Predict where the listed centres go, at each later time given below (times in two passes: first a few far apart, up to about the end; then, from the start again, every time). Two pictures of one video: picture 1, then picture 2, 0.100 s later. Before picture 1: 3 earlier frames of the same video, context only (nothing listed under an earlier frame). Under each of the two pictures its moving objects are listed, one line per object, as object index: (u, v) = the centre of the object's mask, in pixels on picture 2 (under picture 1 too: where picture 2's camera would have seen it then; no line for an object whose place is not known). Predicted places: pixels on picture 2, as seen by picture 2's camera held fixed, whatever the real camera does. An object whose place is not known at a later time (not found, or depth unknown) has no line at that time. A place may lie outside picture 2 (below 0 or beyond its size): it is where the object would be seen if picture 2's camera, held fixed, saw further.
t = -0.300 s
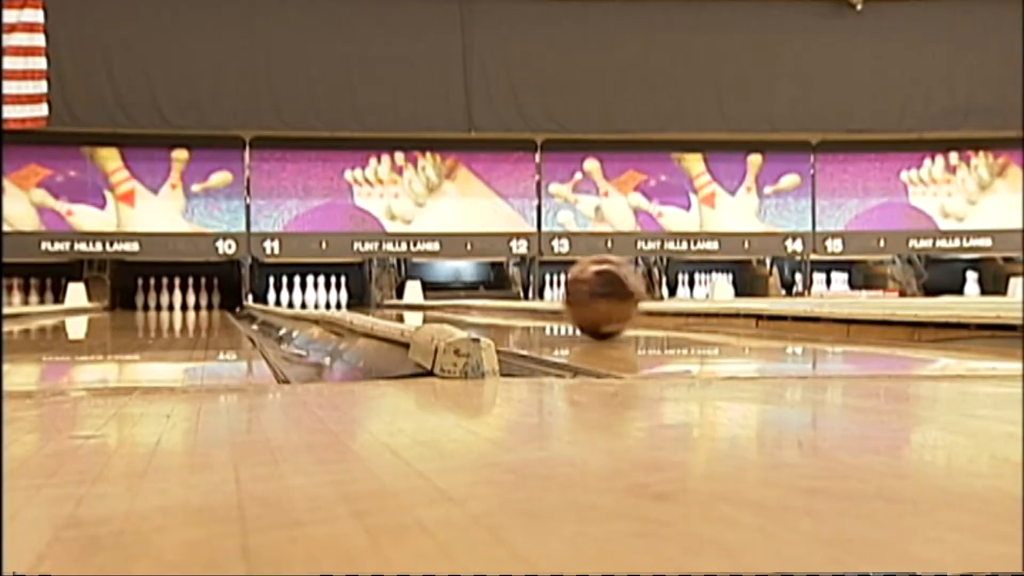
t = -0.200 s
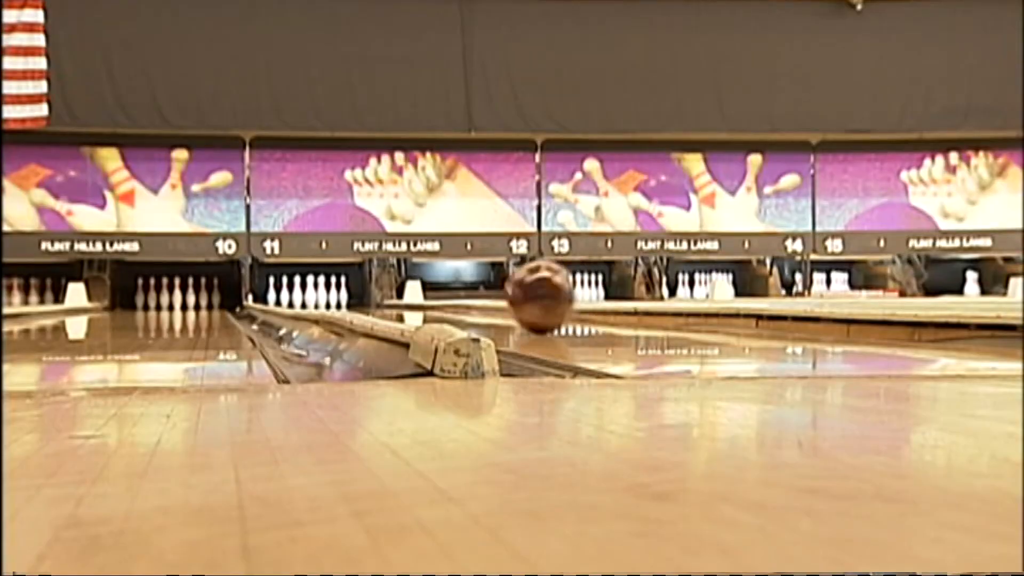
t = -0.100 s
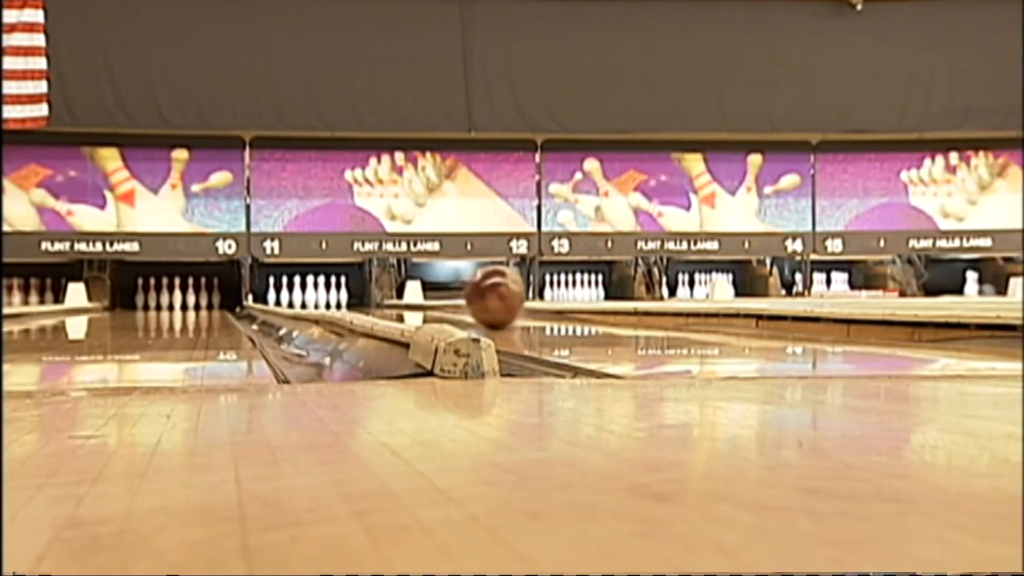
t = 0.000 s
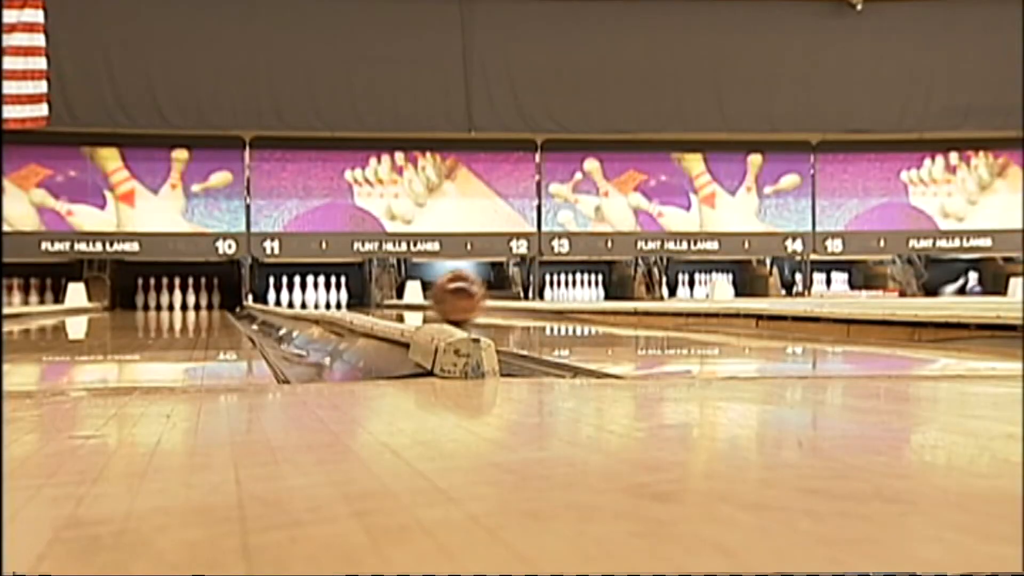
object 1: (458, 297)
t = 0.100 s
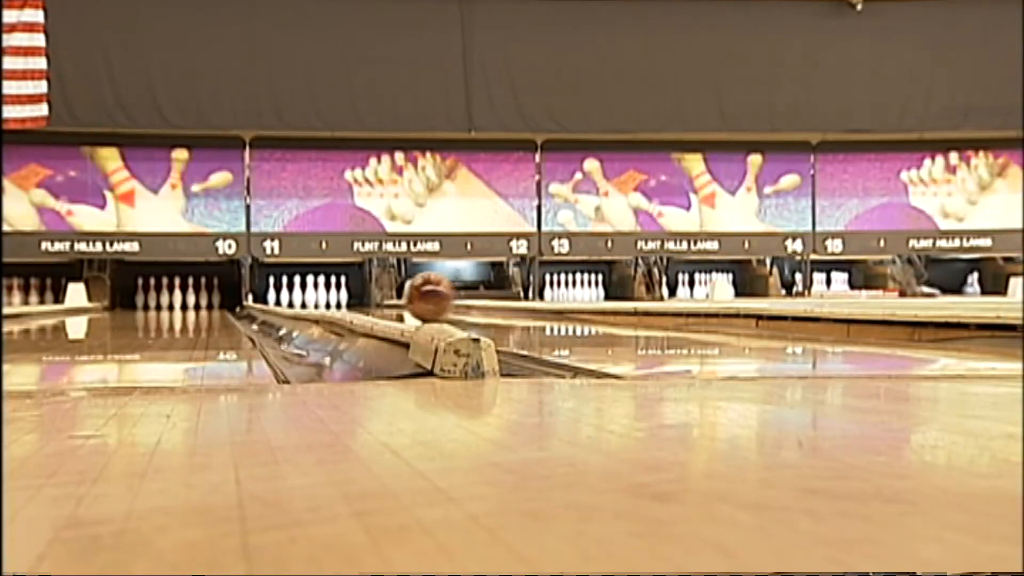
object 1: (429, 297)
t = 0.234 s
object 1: (400, 296)
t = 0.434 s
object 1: (368, 296)
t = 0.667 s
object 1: (341, 296)
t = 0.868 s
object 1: (324, 297)
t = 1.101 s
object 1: (309, 297)
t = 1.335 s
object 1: (299, 298)
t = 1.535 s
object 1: (294, 298)
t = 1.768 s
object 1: (290, 298)
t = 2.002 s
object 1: (291, 299)
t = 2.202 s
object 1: (294, 299)
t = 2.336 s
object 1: (296, 299)
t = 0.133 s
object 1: (421, 296)
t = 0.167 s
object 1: (414, 297)
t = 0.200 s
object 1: (407, 296)
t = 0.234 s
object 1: (400, 296)
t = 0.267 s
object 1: (393, 297)
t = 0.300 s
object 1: (387, 297)
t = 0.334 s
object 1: (382, 297)
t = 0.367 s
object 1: (377, 297)
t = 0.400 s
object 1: (372, 296)
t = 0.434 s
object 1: (368, 296)
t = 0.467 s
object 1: (364, 296)
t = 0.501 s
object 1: (359, 296)
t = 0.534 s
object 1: (356, 296)
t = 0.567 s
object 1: (352, 296)
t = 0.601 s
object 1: (348, 296)
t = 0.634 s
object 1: (344, 296)
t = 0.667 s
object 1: (341, 296)
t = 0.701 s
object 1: (338, 296)
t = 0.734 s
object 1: (335, 296)
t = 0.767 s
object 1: (331, 296)
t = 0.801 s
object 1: (329, 297)
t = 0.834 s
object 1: (326, 297)
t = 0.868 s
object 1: (324, 297)
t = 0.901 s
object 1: (321, 297)
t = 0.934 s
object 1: (318, 297)
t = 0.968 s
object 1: (317, 297)
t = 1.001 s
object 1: (315, 297)
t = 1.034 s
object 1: (313, 297)
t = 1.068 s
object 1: (310, 297)
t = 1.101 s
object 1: (309, 297)
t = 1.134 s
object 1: (307, 297)
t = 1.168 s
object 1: (305, 297)
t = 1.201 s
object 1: (304, 297)
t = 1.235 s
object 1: (302, 297)
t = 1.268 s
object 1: (301, 297)
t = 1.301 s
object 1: (300, 298)
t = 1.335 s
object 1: (299, 298)
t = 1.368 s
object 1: (298, 298)
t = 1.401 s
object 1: (297, 298)
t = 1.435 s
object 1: (296, 298)
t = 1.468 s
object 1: (296, 298)
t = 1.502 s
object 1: (295, 298)
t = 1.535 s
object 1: (294, 298)
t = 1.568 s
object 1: (293, 298)
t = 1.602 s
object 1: (293, 298)
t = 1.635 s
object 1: (292, 298)
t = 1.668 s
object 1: (292, 298)
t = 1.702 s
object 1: (291, 298)
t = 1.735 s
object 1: (291, 298)
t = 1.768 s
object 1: (290, 298)
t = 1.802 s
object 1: (291, 298)
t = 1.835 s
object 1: (291, 298)
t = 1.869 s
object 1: (291, 298)
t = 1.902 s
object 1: (290, 298)
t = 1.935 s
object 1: (291, 299)
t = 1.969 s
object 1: (291, 299)
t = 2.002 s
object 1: (291, 299)
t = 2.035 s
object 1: (291, 299)
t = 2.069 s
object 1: (292, 299)
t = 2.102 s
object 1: (293, 299)
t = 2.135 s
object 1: (293, 299)
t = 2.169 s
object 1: (294, 299)
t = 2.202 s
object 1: (294, 299)
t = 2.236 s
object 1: (295, 300)
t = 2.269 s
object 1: (295, 300)
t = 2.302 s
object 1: (294, 300)
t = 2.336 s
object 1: (296, 299)
